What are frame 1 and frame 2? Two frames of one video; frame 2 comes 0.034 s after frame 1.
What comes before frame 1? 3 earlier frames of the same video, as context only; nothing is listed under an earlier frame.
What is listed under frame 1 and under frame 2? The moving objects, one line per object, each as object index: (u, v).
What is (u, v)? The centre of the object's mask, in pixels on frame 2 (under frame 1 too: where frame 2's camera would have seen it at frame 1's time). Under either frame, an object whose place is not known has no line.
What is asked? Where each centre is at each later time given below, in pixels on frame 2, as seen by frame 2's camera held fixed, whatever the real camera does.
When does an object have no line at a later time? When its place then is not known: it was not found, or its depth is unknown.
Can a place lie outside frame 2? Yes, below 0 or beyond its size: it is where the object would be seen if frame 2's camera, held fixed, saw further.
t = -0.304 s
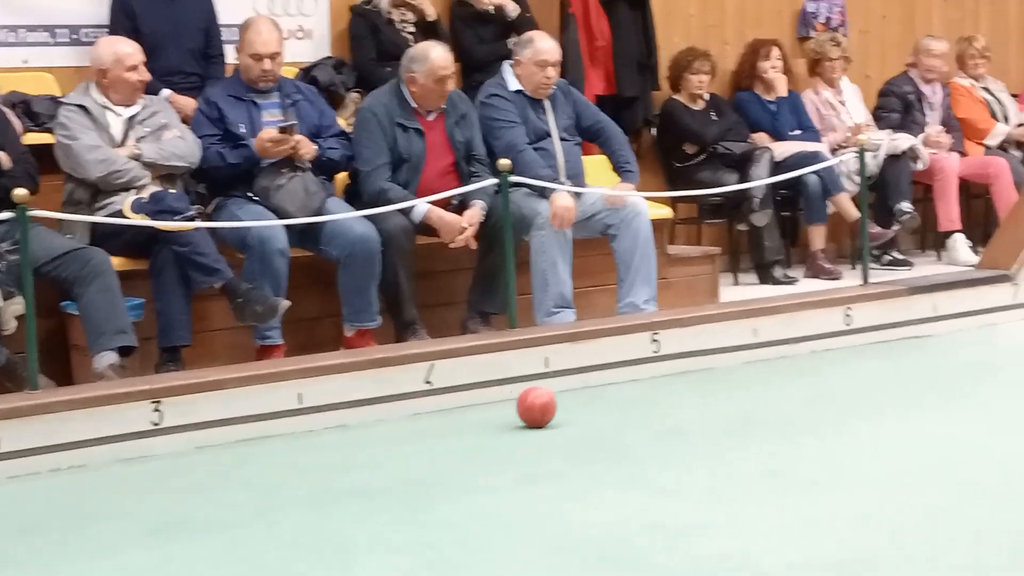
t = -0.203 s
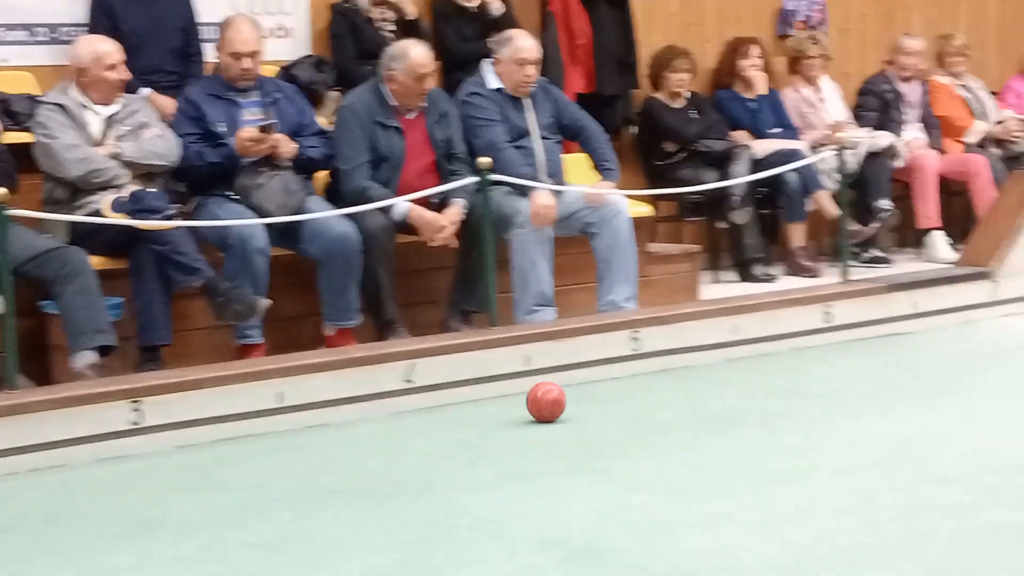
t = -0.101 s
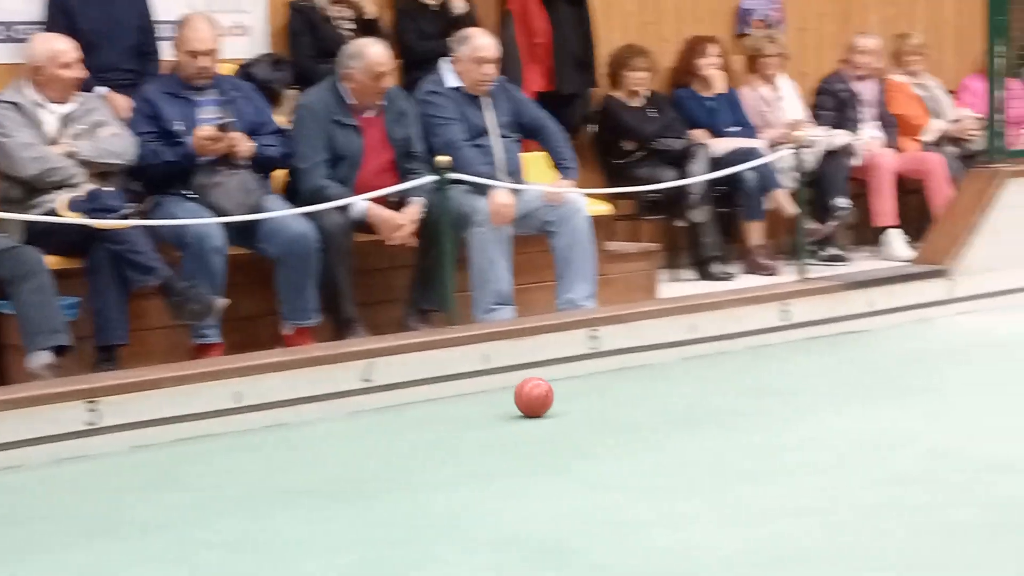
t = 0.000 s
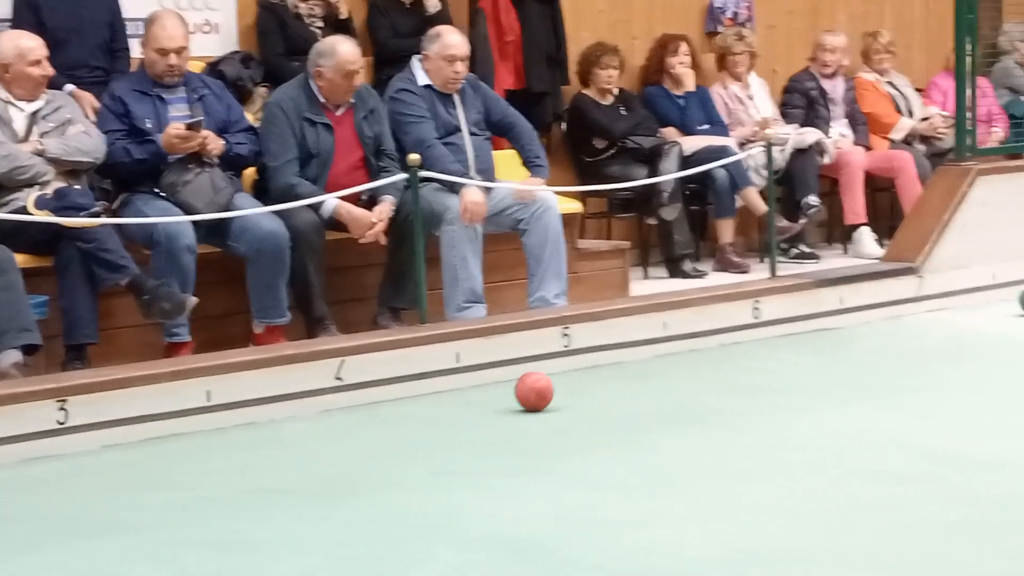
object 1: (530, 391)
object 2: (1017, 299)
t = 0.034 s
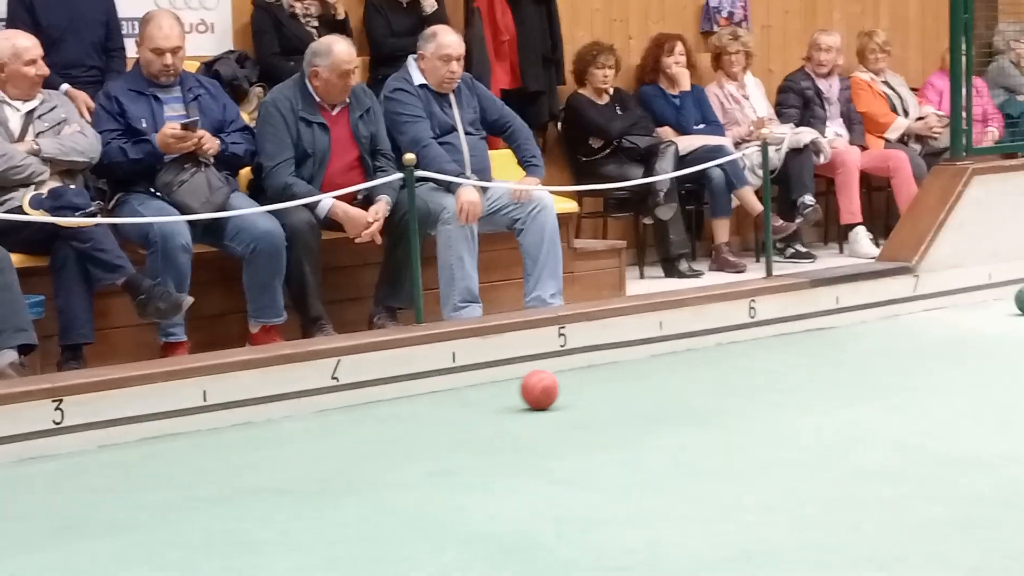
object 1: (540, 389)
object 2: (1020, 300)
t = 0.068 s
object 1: (549, 388)
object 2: (1021, 300)
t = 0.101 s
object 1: (558, 387)
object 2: (1021, 300)
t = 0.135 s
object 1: (566, 386)
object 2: (1022, 300)
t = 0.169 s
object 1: (575, 385)
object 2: (1023, 299)
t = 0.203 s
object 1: (583, 384)
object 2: (1025, 299)
